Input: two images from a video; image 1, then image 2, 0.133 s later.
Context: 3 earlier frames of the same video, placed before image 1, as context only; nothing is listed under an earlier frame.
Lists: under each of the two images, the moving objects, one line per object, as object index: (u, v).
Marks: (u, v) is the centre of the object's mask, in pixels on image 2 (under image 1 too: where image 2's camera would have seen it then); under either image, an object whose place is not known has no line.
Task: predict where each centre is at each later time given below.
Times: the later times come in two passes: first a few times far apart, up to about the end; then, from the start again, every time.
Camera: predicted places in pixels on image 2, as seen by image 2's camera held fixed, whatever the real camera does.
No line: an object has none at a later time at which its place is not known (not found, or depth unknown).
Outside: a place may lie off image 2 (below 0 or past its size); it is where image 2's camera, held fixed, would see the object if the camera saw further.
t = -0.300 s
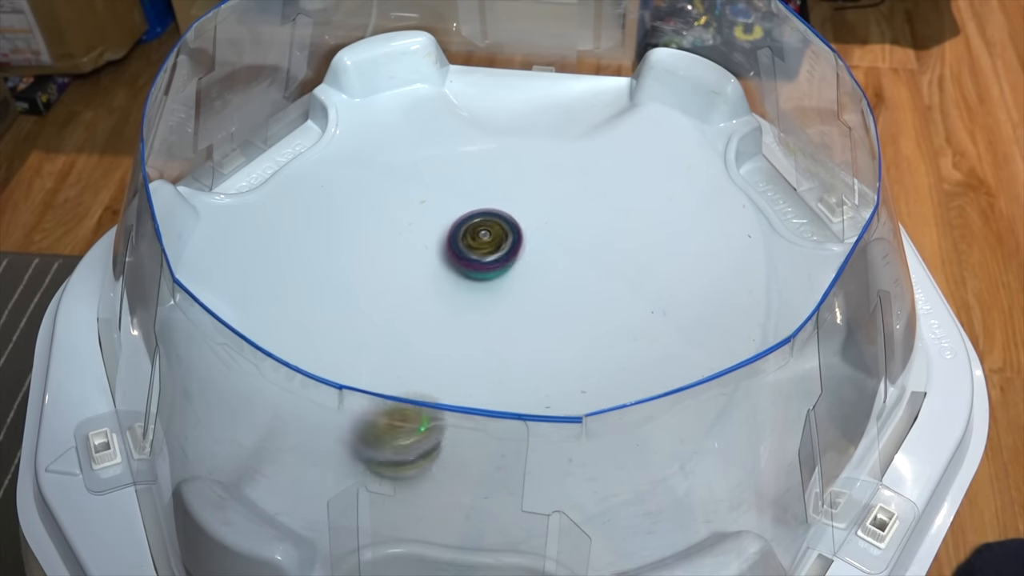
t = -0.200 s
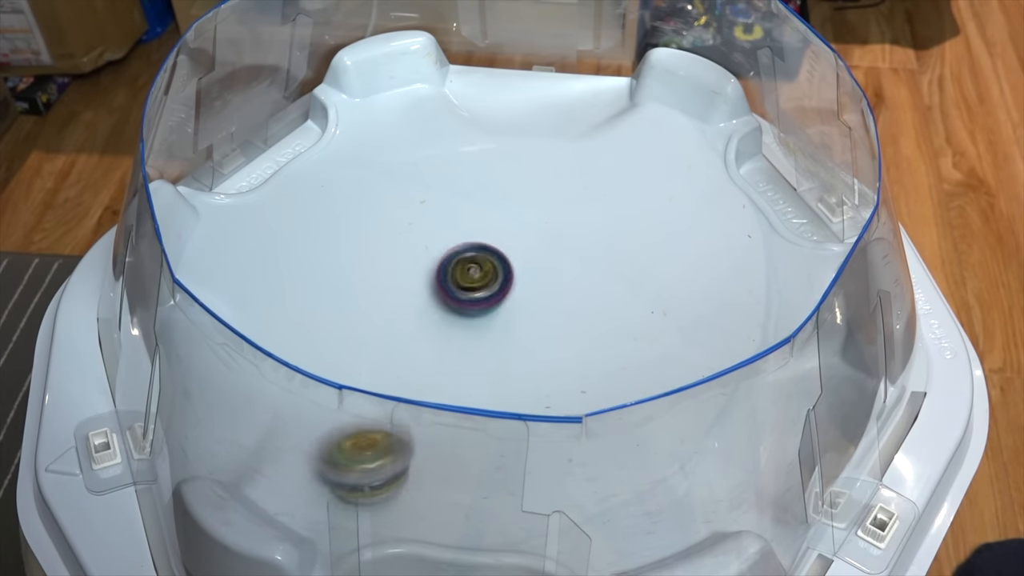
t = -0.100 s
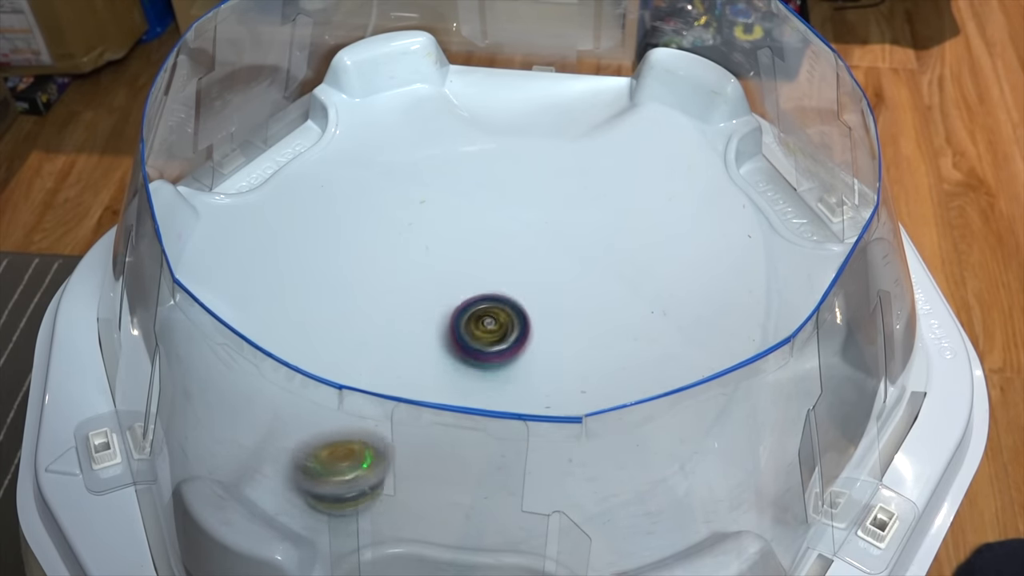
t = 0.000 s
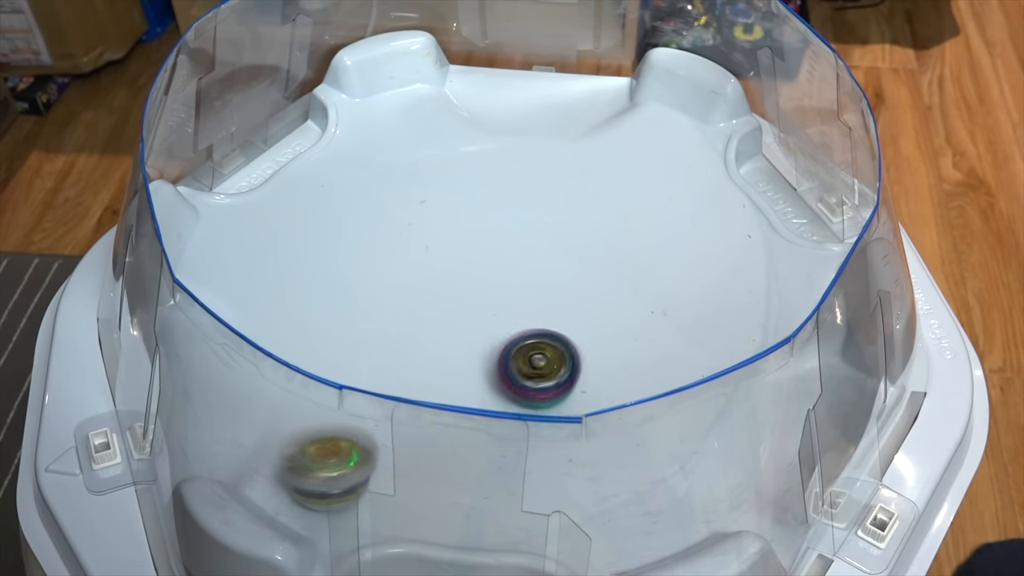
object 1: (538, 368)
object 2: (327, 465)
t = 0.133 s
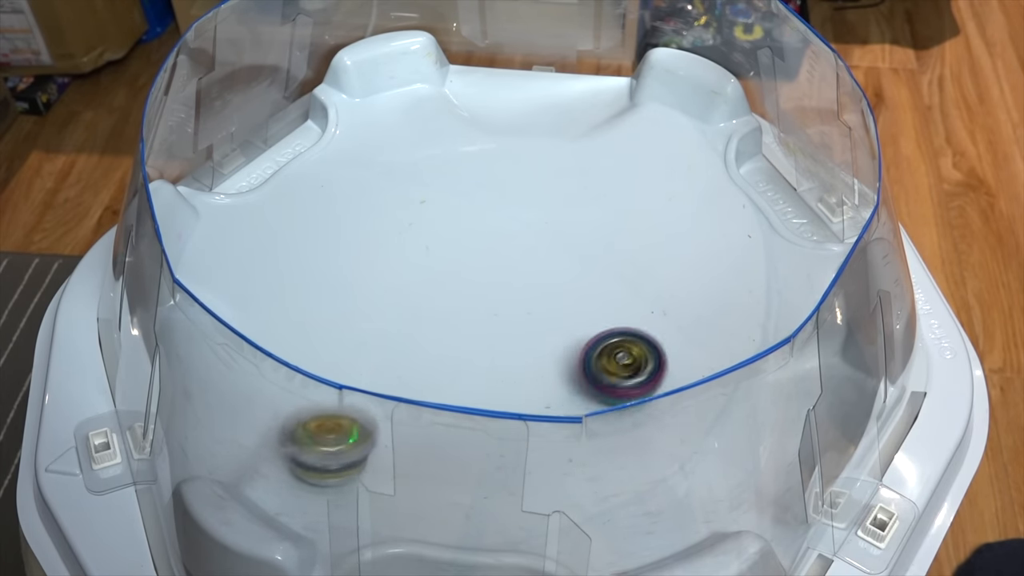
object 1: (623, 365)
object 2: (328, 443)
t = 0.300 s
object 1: (681, 290)
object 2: (358, 391)
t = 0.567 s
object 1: (517, 196)
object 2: (461, 285)
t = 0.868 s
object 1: (325, 114)
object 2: (537, 361)
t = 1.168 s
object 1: (289, 193)
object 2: (520, 262)
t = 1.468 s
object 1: (518, 384)
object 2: (446, 149)
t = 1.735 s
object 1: (760, 290)
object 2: (449, 140)
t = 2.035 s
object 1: (694, 165)
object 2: (525, 210)
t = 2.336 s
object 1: (434, 244)
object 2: (595, 316)
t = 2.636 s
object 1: (417, 450)
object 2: (579, 332)
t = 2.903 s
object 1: (639, 483)
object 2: (532, 321)
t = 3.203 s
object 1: (656, 276)
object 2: (503, 343)
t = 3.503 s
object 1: (408, 168)
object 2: (494, 366)
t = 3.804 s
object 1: (272, 269)
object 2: (474, 349)
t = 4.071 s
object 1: (486, 398)
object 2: (449, 313)
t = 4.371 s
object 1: (711, 252)
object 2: (438, 280)
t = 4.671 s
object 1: (621, 136)
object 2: (466, 261)
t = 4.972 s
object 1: (413, 207)
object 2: (522, 286)
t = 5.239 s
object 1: (390, 354)
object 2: (590, 322)
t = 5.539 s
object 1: (619, 370)
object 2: (609, 272)
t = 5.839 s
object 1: (664, 309)
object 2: (491, 190)
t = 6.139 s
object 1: (486, 306)
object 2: (406, 362)
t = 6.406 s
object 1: (406, 355)
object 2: (689, 399)
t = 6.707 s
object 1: (521, 335)
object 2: (764, 239)
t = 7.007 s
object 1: (526, 225)
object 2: (505, 137)
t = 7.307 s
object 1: (465, 268)
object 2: (235, 303)
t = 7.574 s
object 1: (560, 348)
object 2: (318, 363)
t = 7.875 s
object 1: (610, 300)
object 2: (612, 195)
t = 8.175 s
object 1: (473, 302)
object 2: (653, 96)
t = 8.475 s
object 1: (454, 349)
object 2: (605, 179)
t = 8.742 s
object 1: (378, 327)
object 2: (700, 288)
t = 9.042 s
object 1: (187, 318)
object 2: (780, 309)
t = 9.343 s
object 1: (296, 310)
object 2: (544, 370)
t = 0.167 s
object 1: (641, 356)
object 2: (331, 437)
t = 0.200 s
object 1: (655, 344)
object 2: (336, 428)
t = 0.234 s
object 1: (669, 327)
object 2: (343, 413)
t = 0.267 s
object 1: (678, 309)
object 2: (350, 402)
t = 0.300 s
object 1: (681, 290)
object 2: (358, 391)
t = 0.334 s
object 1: (676, 270)
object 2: (368, 378)
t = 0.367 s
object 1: (667, 251)
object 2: (377, 367)
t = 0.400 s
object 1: (650, 235)
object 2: (390, 354)
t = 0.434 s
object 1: (631, 220)
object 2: (403, 341)
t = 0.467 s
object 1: (607, 208)
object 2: (417, 327)
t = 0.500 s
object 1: (579, 201)
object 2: (432, 313)
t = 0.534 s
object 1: (549, 196)
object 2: (447, 298)
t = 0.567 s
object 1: (517, 196)
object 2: (461, 285)
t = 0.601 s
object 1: (484, 200)
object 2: (477, 272)
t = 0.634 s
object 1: (457, 187)
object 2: (487, 275)
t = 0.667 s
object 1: (433, 163)
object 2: (495, 297)
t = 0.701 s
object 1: (412, 144)
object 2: (502, 314)
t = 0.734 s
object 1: (391, 130)
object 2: (511, 329)
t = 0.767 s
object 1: (373, 119)
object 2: (519, 342)
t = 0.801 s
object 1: (355, 114)
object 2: (525, 352)
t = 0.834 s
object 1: (339, 112)
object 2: (532, 358)
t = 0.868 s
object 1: (325, 114)
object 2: (537, 361)
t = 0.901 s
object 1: (314, 121)
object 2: (540, 362)
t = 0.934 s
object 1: (305, 127)
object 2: (542, 359)
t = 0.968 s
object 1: (296, 132)
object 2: (543, 351)
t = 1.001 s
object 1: (290, 137)
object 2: (541, 341)
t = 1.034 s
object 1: (286, 142)
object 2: (539, 329)
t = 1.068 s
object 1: (282, 149)
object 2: (536, 314)
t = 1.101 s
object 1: (281, 159)
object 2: (532, 298)
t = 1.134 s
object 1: (284, 175)
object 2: (527, 280)
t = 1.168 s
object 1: (289, 193)
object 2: (520, 262)
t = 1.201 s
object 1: (298, 215)
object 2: (513, 243)
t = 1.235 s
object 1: (308, 238)
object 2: (504, 226)
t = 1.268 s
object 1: (322, 264)
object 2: (495, 209)
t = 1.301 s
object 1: (341, 292)
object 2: (485, 195)
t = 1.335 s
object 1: (366, 319)
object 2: (475, 183)
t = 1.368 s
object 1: (396, 345)
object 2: (466, 173)
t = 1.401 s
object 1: (433, 364)
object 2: (458, 164)
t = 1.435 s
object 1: (475, 377)
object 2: (451, 156)
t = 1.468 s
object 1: (518, 384)
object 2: (446, 149)
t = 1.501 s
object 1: (561, 385)
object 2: (442, 144)
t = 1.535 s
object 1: (600, 381)
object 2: (440, 140)
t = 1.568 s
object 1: (640, 371)
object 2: (439, 138)
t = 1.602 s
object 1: (672, 358)
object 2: (439, 136)
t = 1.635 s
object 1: (699, 344)
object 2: (440, 135)
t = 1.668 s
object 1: (726, 327)
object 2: (442, 136)
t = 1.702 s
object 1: (744, 310)
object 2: (445, 137)
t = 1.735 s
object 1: (760, 290)
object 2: (449, 140)
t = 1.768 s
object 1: (772, 268)
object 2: (454, 143)
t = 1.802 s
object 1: (779, 250)
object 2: (460, 148)
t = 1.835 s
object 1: (784, 229)
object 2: (467, 153)
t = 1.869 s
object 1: (781, 210)
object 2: (475, 160)
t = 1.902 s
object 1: (770, 197)
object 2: (484, 168)
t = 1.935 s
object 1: (755, 185)
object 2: (493, 177)
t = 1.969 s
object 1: (737, 179)
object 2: (503, 187)
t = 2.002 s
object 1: (716, 172)
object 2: (514, 198)
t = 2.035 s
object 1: (694, 165)
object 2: (525, 210)
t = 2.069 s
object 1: (669, 161)
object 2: (535, 224)
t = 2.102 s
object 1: (643, 160)
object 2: (545, 237)
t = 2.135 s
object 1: (613, 162)
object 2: (555, 250)
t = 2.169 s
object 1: (584, 167)
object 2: (565, 264)
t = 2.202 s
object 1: (553, 176)
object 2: (574, 276)
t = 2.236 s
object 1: (522, 188)
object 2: (580, 288)
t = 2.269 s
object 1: (491, 204)
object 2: (586, 298)
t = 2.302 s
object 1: (461, 222)
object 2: (591, 308)
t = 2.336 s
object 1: (434, 244)
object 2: (595, 316)
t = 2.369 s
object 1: (412, 267)
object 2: (596, 323)
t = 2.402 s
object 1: (393, 292)
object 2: (598, 328)
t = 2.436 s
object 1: (380, 317)
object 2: (598, 332)
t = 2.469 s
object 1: (373, 342)
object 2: (596, 334)
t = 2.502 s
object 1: (374, 362)
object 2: (594, 335)
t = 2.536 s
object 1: (377, 390)
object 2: (592, 336)
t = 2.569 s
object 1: (388, 411)
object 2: (589, 335)
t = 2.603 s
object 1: (400, 431)
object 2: (584, 334)
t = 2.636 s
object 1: (417, 450)
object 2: (579, 332)
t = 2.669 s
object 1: (439, 466)
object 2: (573, 331)
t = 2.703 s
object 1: (462, 481)
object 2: (568, 329)
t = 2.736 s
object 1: (488, 492)
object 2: (562, 327)
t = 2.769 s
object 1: (518, 501)
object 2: (555, 325)
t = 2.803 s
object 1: (549, 504)
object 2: (551, 324)
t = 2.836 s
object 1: (580, 504)
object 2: (543, 322)
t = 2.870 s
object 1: (612, 496)
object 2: (538, 322)
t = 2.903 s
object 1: (639, 483)
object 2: (532, 321)
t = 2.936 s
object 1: (661, 466)
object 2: (528, 322)
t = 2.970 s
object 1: (678, 445)
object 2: (524, 323)
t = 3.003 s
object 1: (691, 423)
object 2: (520, 325)
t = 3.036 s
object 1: (698, 398)
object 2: (517, 327)
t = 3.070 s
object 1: (700, 374)
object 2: (513, 330)
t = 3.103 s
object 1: (694, 347)
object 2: (509, 332)
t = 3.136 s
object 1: (686, 324)
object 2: (506, 335)
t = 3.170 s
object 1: (674, 298)
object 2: (505, 339)
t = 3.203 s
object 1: (656, 276)
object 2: (503, 343)
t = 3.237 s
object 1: (633, 254)
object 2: (501, 347)
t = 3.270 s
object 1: (609, 234)
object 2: (500, 350)
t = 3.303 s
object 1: (582, 215)
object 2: (499, 354)
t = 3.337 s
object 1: (553, 200)
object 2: (498, 357)
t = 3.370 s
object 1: (523, 187)
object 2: (497, 360)
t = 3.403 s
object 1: (493, 178)
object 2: (496, 362)
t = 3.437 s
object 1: (463, 172)
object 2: (495, 364)
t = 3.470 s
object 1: (435, 168)
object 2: (495, 365)
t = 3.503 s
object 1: (408, 168)
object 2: (494, 366)
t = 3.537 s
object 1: (382, 169)
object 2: (493, 367)
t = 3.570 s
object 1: (359, 173)
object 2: (491, 366)
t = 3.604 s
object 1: (337, 180)
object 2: (490, 365)
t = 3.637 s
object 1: (317, 189)
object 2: (487, 364)
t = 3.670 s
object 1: (299, 200)
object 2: (485, 362)
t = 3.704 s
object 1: (286, 214)
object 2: (483, 359)
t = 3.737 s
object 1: (276, 231)
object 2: (481, 356)
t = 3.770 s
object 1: (271, 249)
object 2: (478, 353)
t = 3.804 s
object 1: (272, 269)
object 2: (474, 349)
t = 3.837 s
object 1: (279, 291)
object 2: (472, 345)
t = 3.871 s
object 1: (293, 313)
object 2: (469, 341)
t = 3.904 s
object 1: (314, 333)
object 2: (466, 336)
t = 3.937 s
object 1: (341, 350)
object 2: (462, 332)
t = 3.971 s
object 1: (369, 370)
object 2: (459, 327)
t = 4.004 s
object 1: (405, 384)
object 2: (456, 322)
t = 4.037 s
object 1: (444, 394)
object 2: (452, 318)
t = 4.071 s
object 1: (486, 398)
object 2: (449, 313)
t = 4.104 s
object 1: (529, 395)
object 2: (447, 308)
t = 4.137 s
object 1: (569, 382)
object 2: (445, 303)
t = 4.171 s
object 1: (604, 372)
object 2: (443, 299)
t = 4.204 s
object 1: (635, 357)
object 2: (441, 295)
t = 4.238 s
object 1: (660, 336)
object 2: (440, 292)
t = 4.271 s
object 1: (681, 313)
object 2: (438, 288)
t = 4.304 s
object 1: (694, 293)
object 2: (437, 285)
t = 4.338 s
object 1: (705, 272)
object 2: (438, 283)
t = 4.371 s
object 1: (711, 252)
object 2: (438, 280)
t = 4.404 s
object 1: (714, 232)
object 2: (439, 278)
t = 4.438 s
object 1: (713, 215)
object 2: (441, 275)
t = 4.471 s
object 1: (708, 198)
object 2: (443, 273)
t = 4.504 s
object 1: (701, 183)
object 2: (446, 271)
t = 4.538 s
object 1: (691, 168)
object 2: (450, 269)
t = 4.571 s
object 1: (678, 156)
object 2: (454, 267)
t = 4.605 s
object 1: (662, 145)
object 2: (458, 265)
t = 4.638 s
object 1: (643, 139)
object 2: (462, 263)
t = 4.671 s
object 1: (621, 136)
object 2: (466, 261)
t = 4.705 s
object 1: (597, 136)
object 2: (471, 260)
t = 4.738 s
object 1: (574, 139)
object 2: (476, 258)
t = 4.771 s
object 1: (550, 146)
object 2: (480, 255)
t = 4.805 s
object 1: (525, 156)
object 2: (485, 254)
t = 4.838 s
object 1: (502, 169)
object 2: (489, 252)
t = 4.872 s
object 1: (479, 183)
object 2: (494, 252)
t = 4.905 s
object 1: (456, 193)
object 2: (501, 259)
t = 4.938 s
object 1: (433, 198)
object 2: (512, 274)
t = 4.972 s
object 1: (413, 207)
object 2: (522, 286)
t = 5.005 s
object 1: (395, 220)
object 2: (532, 298)
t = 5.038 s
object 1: (381, 235)
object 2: (542, 308)
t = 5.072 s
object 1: (371, 253)
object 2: (552, 316)
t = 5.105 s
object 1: (365, 273)
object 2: (561, 321)
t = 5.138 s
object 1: (364, 293)
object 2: (568, 325)
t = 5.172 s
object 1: (367, 314)
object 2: (577, 326)
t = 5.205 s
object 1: (376, 335)
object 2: (584, 326)
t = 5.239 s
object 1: (390, 354)
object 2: (590, 322)
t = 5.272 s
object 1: (410, 368)
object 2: (595, 318)
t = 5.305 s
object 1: (432, 386)
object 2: (599, 313)
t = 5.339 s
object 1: (458, 397)
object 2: (604, 307)
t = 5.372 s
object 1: (487, 403)
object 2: (606, 300)
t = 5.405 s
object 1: (518, 404)
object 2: (608, 294)
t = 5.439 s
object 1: (547, 401)
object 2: (610, 288)
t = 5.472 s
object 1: (575, 391)
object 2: (611, 281)
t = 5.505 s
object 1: (598, 380)
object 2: (611, 276)
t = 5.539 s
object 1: (619, 370)
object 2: (609, 272)
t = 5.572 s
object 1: (635, 355)
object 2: (608, 268)
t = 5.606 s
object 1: (646, 337)
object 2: (604, 266)
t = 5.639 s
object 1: (653, 319)
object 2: (602, 264)
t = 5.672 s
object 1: (662, 316)
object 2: (592, 247)
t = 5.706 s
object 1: (669, 319)
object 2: (577, 227)
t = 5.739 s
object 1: (671, 318)
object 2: (559, 210)
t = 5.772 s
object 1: (670, 317)
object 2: (538, 199)
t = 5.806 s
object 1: (669, 313)
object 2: (515, 192)
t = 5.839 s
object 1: (664, 309)
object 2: (491, 190)
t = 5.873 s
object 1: (652, 304)
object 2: (467, 194)
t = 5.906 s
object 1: (638, 299)
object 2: (444, 203)
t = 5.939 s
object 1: (618, 296)
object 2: (424, 217)
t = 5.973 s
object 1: (596, 295)
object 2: (406, 236)
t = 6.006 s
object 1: (575, 295)
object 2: (392, 259)
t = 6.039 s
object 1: (551, 297)
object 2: (385, 283)
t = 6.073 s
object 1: (528, 299)
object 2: (385, 311)
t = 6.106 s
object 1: (505, 302)
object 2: (392, 338)
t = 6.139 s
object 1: (486, 306)
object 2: (406, 362)
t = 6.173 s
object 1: (467, 310)
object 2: (432, 388)
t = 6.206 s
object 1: (450, 316)
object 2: (461, 408)
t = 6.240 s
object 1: (436, 321)
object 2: (498, 420)
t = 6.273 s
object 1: (425, 327)
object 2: (538, 427)
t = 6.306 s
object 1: (416, 333)
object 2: (579, 429)
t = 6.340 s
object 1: (410, 340)
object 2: (621, 424)
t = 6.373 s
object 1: (407, 348)
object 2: (656, 415)
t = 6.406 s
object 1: (406, 355)
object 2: (689, 399)
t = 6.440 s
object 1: (408, 362)
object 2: (719, 379)
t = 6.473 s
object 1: (417, 366)
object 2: (743, 360)
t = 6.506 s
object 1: (429, 371)
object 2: (764, 343)
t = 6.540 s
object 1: (444, 373)
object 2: (776, 326)
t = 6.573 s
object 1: (462, 372)
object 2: (787, 309)
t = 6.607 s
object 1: (479, 368)
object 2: (786, 291)
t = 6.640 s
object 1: (495, 360)
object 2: (785, 273)
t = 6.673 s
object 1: (509, 347)
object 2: (777, 256)
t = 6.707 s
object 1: (521, 335)
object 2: (764, 239)
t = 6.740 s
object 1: (530, 321)
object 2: (752, 218)
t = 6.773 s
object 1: (535, 306)
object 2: (731, 202)
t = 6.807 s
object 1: (539, 291)
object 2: (710, 186)
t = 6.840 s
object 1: (541, 278)
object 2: (681, 170)
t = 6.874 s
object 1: (541, 265)
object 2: (652, 156)
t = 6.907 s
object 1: (538, 253)
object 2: (619, 146)
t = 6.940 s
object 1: (535, 242)
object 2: (581, 140)
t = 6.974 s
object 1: (531, 233)
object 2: (545, 137)
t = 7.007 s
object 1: (526, 225)
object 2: (505, 137)
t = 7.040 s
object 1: (518, 218)
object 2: (467, 140)
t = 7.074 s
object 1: (509, 213)
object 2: (427, 147)
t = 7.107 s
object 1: (499, 211)
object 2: (390, 158)
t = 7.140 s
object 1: (488, 212)
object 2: (355, 174)
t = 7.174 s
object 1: (476, 218)
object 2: (322, 194)
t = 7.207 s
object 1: (469, 228)
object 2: (292, 219)
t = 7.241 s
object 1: (465, 239)
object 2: (266, 244)
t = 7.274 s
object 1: (463, 253)
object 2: (247, 273)
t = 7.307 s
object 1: (465, 268)
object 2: (235, 303)
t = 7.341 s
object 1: (472, 283)
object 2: (219, 340)
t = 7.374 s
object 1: (479, 298)
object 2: (209, 372)
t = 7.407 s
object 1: (490, 311)
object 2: (202, 401)
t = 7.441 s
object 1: (503, 323)
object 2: (200, 426)
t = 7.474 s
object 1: (517, 332)
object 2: (217, 424)
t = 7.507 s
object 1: (531, 340)
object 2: (249, 393)
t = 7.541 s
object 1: (546, 345)
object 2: (282, 378)
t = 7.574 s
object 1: (560, 348)
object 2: (318, 363)
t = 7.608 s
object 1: (573, 349)
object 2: (353, 346)
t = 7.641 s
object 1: (586, 348)
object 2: (392, 334)
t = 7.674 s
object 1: (599, 346)
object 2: (434, 321)
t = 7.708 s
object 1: (609, 341)
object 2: (474, 306)
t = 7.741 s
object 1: (618, 335)
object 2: (511, 285)
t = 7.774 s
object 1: (623, 327)
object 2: (543, 262)
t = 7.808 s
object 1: (623, 317)
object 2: (570, 239)
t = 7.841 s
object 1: (618, 308)
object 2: (593, 217)
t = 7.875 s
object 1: (610, 300)
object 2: (612, 195)
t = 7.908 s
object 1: (595, 294)
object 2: (626, 174)
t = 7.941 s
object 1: (580, 290)
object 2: (635, 157)
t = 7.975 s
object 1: (563, 288)
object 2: (642, 141)
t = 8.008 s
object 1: (545, 287)
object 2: (648, 129)
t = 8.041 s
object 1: (528, 288)
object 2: (651, 115)
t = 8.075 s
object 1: (512, 291)
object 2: (653, 103)
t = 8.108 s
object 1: (497, 293)
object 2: (658, 96)
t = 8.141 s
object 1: (485, 296)
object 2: (658, 91)
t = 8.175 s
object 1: (473, 302)
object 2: (653, 96)
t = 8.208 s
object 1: (463, 305)
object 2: (648, 99)
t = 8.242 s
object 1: (455, 309)
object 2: (642, 106)
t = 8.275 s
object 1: (447, 316)
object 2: (638, 112)
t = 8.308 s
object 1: (440, 321)
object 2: (632, 121)
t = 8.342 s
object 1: (436, 327)
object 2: (625, 128)
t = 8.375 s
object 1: (434, 334)
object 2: (620, 139)
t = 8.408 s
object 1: (437, 341)
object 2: (616, 151)
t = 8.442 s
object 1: (444, 346)
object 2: (610, 164)
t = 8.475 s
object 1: (454, 349)
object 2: (605, 179)
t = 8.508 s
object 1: (467, 350)
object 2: (600, 195)
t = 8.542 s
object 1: (479, 349)
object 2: (596, 211)
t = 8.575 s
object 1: (491, 344)
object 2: (590, 231)
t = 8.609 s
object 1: (504, 338)
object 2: (585, 252)
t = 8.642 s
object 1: (514, 330)
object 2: (580, 271)
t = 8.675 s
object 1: (484, 330)
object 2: (606, 283)
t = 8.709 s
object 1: (429, 327)
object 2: (654, 284)
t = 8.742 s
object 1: (378, 327)
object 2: (700, 288)
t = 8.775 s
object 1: (336, 319)
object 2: (743, 291)
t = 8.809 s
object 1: (296, 320)
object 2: (786, 290)
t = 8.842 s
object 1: (266, 314)
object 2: (827, 295)
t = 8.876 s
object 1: (238, 316)
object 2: (832, 282)
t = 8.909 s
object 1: (208, 319)
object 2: (828, 280)
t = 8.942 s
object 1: (189, 320)
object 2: (821, 284)
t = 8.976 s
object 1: (177, 319)
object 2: (801, 303)
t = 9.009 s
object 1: (176, 320)
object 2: (791, 308)
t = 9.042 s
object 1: (187, 318)
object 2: (780, 309)
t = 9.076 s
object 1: (191, 312)
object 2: (759, 318)
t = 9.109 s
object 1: (203, 308)
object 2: (738, 324)
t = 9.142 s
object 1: (219, 304)
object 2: (715, 333)
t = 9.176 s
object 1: (232, 304)
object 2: (687, 342)
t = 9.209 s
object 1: (240, 307)
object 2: (661, 349)
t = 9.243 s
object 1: (249, 306)
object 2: (630, 357)
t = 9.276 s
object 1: (263, 307)
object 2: (601, 362)
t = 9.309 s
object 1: (278, 309)
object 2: (572, 367)
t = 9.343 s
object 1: (296, 310)
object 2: (544, 370)
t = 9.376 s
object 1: (317, 313)
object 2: (513, 370)
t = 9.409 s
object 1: (340, 318)
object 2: (483, 369)
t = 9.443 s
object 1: (365, 324)
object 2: (457, 366)
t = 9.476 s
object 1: (387, 321)
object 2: (436, 366)
